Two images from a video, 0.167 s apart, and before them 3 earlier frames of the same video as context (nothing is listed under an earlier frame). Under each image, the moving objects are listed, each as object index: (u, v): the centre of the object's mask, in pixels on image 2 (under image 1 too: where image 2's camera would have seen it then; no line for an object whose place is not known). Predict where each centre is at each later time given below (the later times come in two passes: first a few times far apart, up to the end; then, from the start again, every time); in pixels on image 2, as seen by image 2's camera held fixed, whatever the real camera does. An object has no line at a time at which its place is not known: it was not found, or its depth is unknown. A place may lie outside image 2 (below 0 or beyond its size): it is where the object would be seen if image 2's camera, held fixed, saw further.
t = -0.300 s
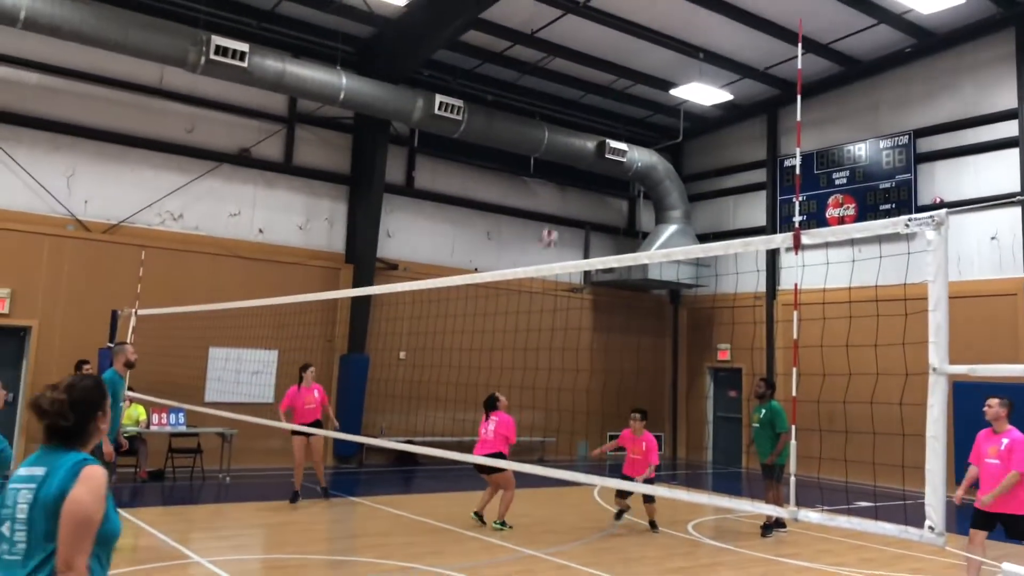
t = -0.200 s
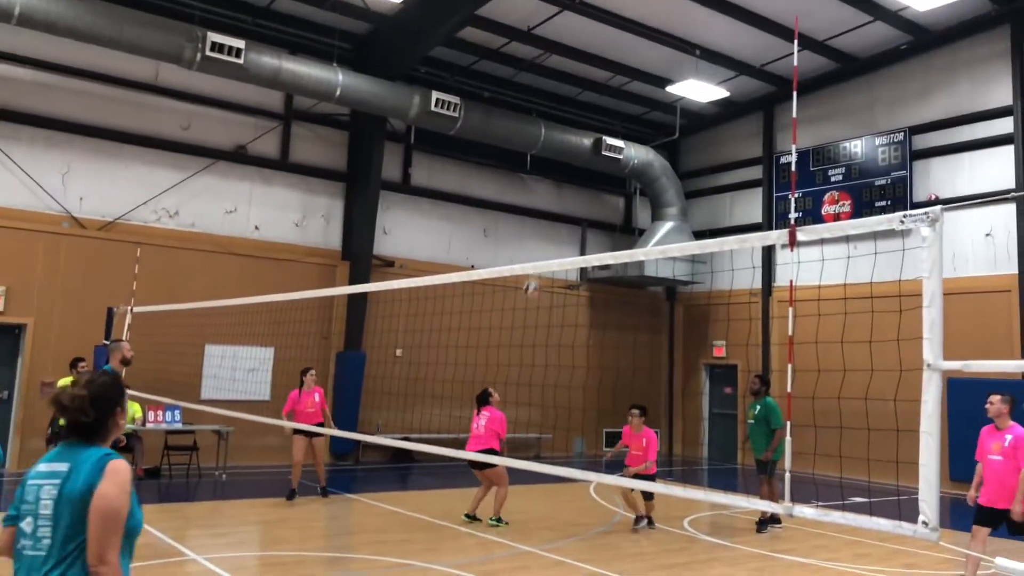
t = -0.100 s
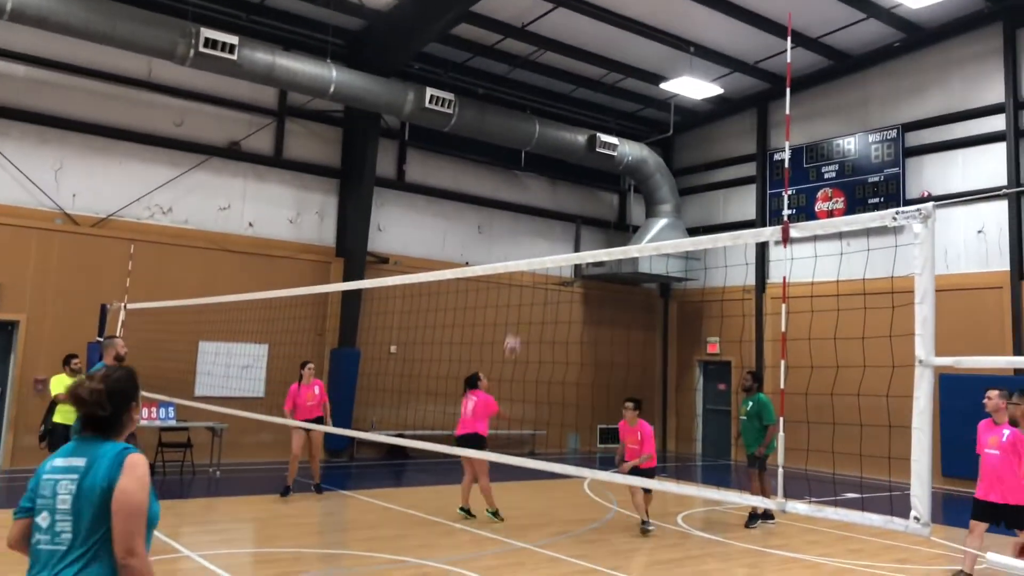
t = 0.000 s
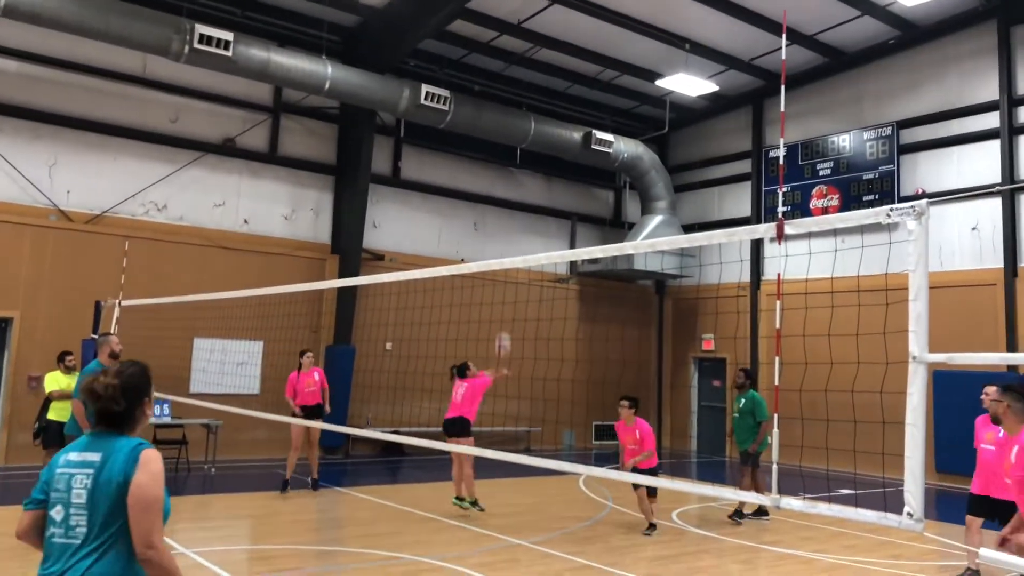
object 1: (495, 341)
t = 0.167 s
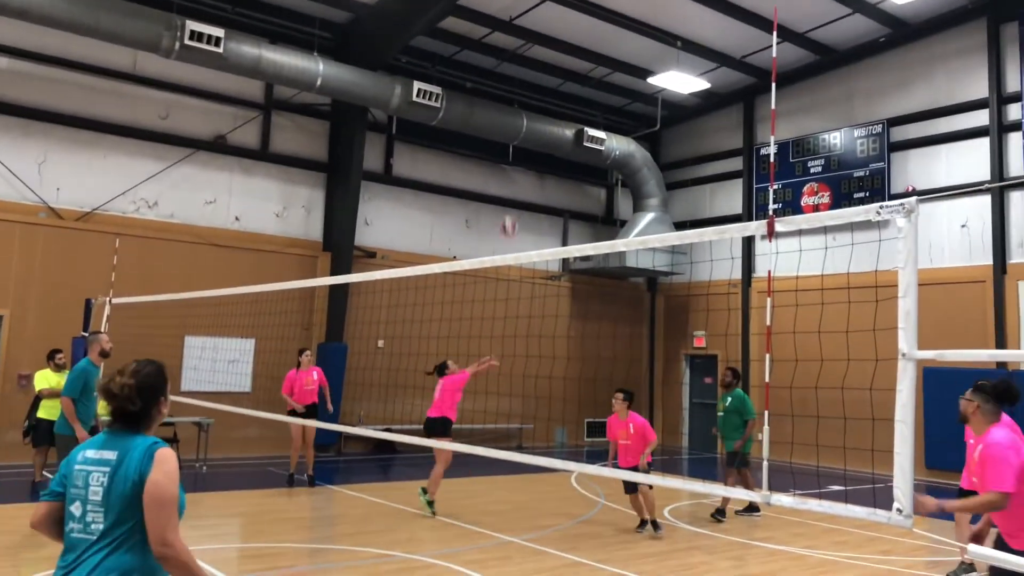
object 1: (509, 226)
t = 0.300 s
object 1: (520, 149)
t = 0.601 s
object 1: (545, 13)
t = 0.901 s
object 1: (578, -52)
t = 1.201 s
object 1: (617, -25)
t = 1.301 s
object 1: (632, 9)
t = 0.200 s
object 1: (512, 204)
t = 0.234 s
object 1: (515, 185)
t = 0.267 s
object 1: (518, 166)
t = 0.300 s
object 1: (520, 149)
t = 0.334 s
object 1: (523, 131)
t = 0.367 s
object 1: (526, 114)
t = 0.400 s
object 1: (529, 97)
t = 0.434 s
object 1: (532, 81)
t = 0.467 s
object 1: (535, 66)
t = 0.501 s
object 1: (538, 53)
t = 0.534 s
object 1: (541, 38)
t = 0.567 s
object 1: (544, 26)
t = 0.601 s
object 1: (545, 13)
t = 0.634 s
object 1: (549, 3)
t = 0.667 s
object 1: (553, -6)
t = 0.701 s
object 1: (556, -15)
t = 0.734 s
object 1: (560, -23)
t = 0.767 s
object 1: (563, -31)
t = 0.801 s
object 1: (567, -38)
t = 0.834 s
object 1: (570, -44)
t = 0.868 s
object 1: (574, -48)
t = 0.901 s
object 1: (578, -52)
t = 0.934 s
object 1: (583, -54)
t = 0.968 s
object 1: (586, -56)
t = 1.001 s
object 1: (590, -55)
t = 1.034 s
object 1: (594, -54)
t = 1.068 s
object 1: (599, -51)
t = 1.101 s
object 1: (604, -47)
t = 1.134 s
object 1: (608, -41)
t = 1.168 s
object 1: (613, -34)
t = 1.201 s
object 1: (617, -25)
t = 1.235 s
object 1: (622, -17)
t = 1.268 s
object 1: (628, -5)
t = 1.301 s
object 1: (632, 9)
